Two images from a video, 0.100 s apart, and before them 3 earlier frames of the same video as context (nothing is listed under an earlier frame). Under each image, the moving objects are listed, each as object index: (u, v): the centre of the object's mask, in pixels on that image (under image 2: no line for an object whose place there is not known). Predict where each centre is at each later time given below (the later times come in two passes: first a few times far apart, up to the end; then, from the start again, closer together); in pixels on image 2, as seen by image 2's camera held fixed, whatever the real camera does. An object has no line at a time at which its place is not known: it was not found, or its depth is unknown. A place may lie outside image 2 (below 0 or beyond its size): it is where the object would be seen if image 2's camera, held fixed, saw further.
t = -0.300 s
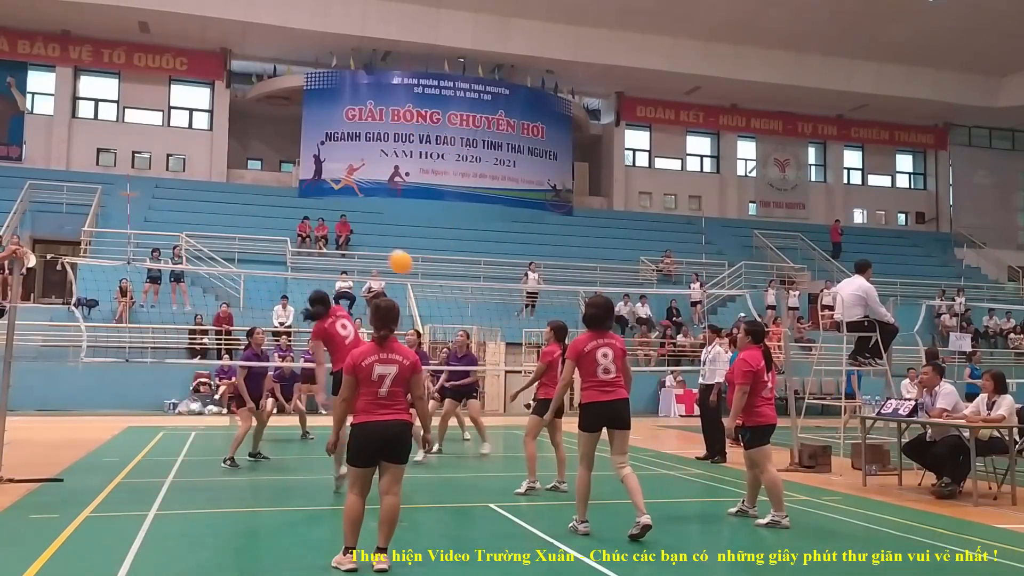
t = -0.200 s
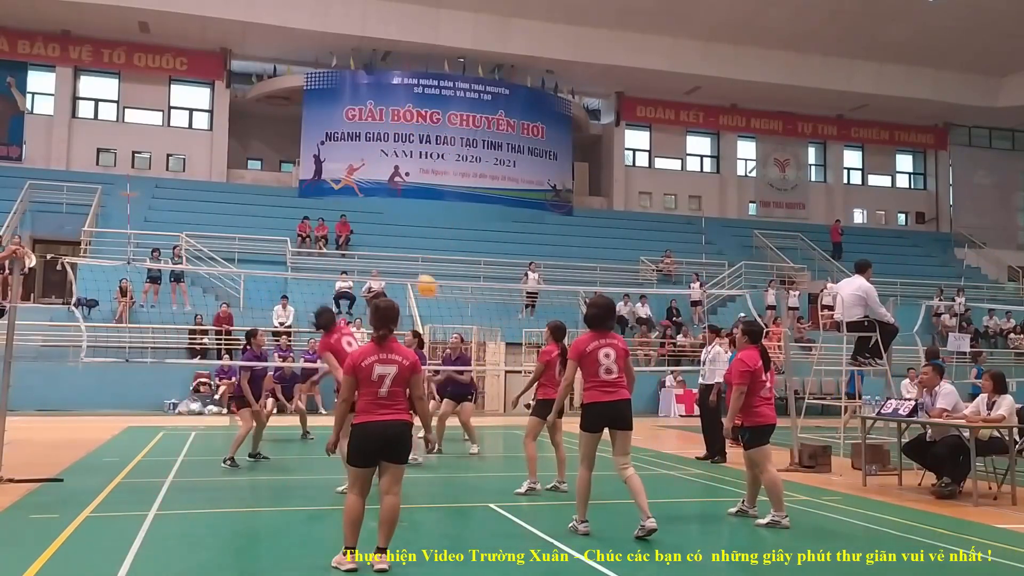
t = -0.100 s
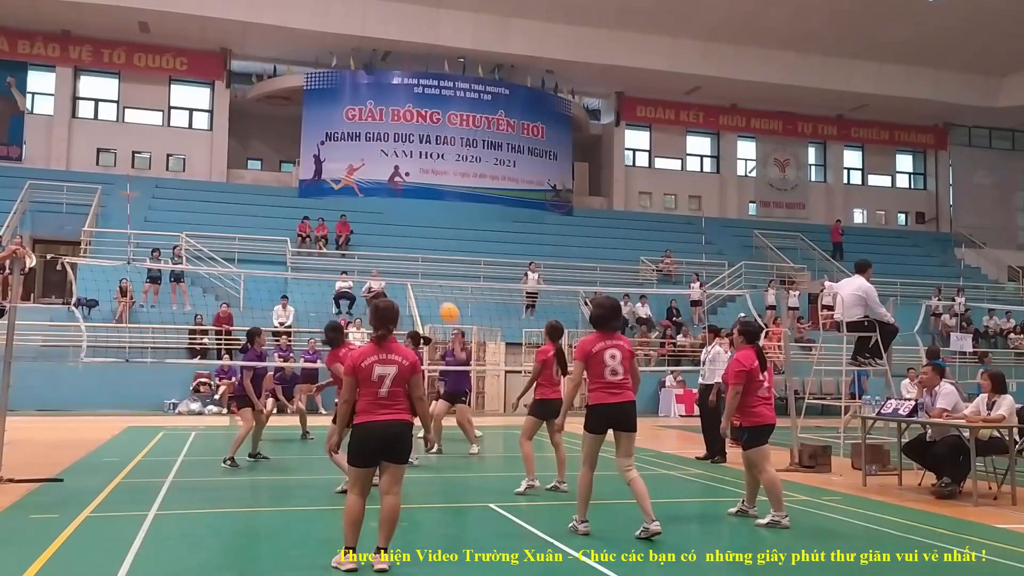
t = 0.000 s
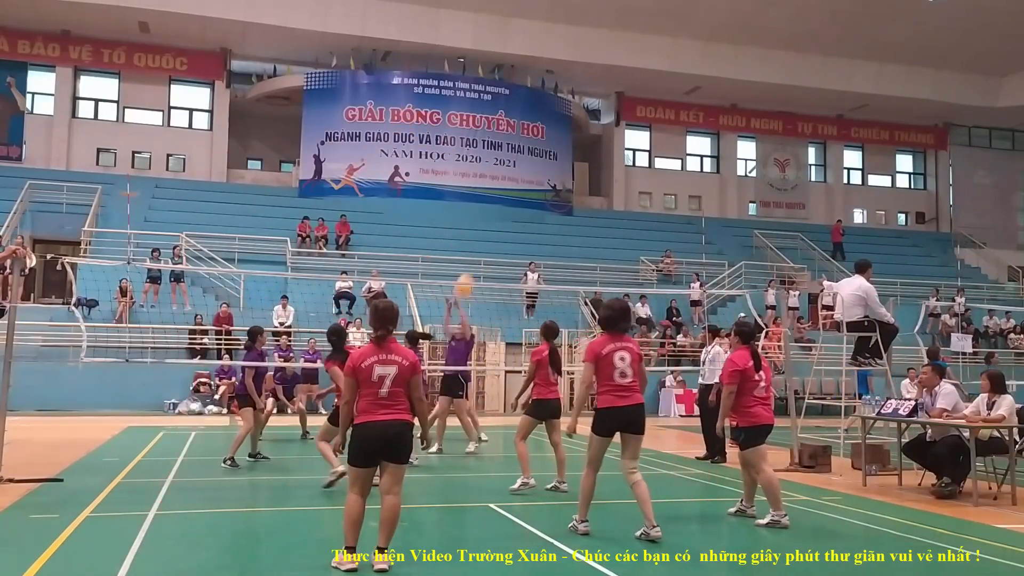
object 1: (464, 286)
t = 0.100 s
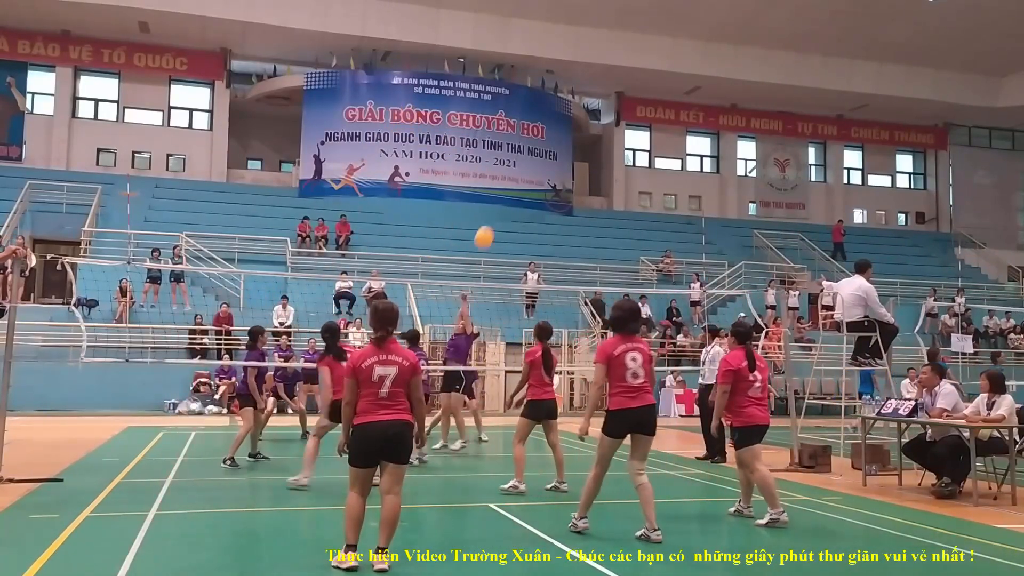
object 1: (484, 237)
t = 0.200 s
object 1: (503, 199)
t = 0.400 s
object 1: (539, 147)
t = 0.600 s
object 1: (572, 124)
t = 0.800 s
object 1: (603, 127)
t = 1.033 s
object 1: (640, 169)
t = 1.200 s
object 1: (661, 213)
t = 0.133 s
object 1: (490, 223)
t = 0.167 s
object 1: (497, 211)
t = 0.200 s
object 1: (503, 199)
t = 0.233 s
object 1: (509, 188)
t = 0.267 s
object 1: (515, 177)
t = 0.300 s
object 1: (521, 168)
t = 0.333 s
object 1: (527, 161)
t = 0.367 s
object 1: (533, 153)
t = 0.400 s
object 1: (539, 147)
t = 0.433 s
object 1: (545, 141)
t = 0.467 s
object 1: (550, 135)
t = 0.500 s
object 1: (556, 131)
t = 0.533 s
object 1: (561, 128)
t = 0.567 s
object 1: (567, 126)
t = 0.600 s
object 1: (572, 124)
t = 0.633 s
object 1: (577, 122)
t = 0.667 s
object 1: (582, 121)
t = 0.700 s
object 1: (587, 122)
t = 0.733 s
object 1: (592, 123)
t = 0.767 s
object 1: (597, 125)
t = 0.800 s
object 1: (603, 127)
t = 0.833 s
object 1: (607, 129)
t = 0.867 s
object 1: (612, 133)
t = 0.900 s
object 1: (616, 137)
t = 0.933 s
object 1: (625, 148)
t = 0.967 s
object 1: (630, 154)
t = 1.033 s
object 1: (640, 169)
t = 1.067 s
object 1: (644, 176)
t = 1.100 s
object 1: (648, 184)
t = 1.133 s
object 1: (652, 193)
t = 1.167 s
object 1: (657, 203)
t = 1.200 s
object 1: (661, 213)
